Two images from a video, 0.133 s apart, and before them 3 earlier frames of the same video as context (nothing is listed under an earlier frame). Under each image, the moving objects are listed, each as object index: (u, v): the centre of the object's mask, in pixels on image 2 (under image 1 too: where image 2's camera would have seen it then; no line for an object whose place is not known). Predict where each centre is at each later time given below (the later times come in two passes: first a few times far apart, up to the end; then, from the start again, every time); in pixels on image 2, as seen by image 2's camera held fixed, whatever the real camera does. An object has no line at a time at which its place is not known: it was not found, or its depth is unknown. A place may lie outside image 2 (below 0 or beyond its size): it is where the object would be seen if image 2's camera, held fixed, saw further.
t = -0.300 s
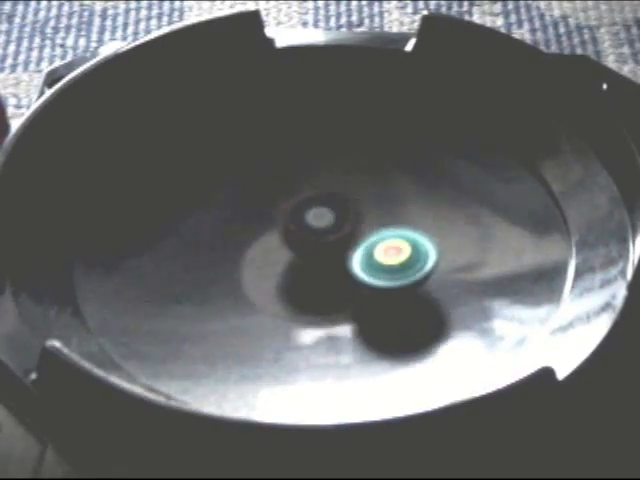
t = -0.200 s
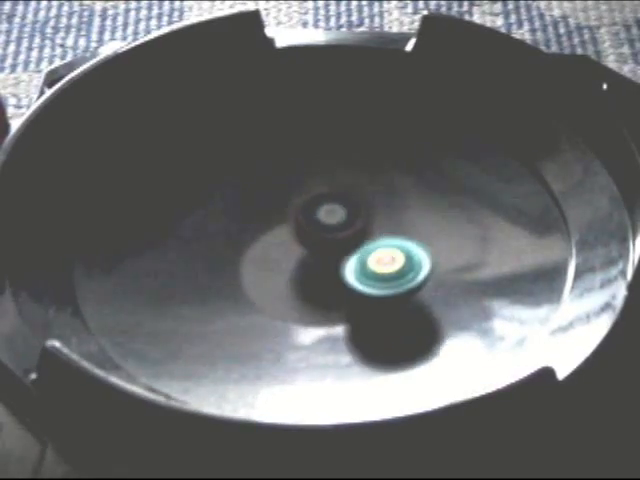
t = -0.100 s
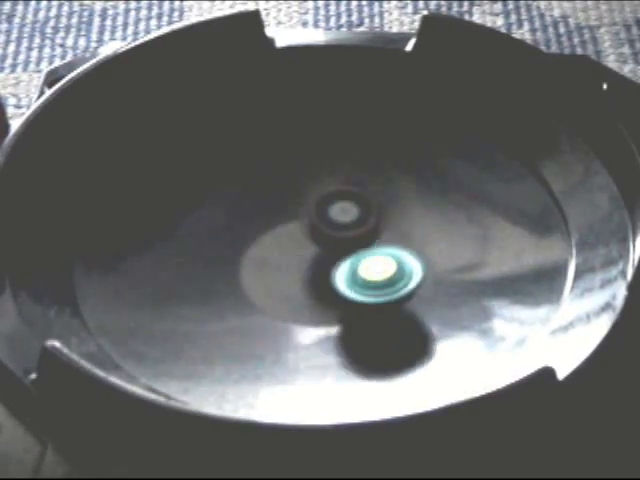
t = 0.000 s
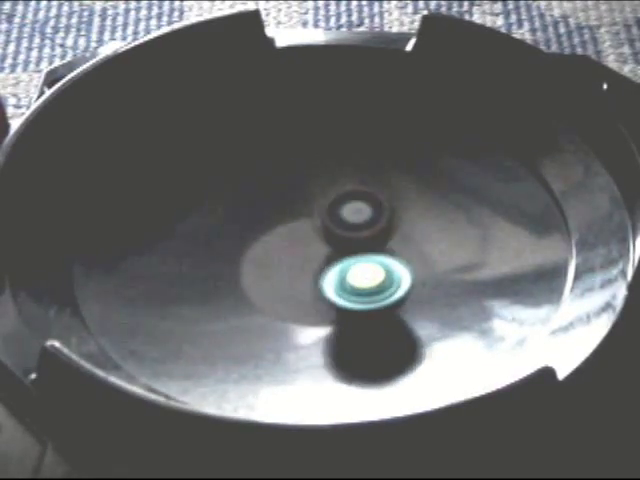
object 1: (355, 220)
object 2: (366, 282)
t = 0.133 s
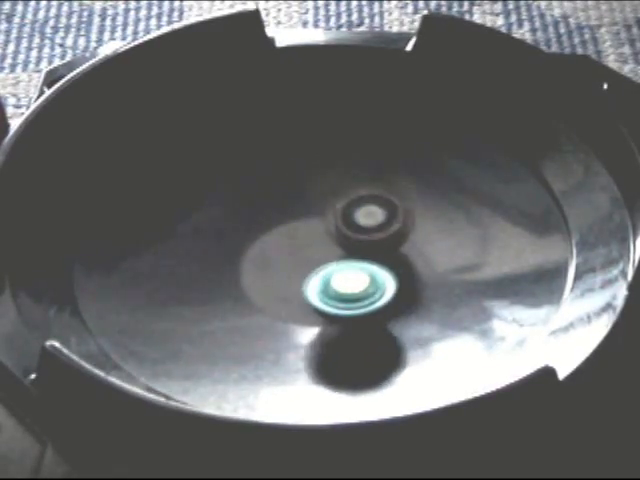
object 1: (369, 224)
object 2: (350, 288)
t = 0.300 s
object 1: (379, 233)
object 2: (325, 291)
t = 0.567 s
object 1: (373, 248)
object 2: (282, 286)
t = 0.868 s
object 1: (344, 254)
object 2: (248, 264)
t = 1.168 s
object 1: (331, 252)
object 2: (246, 230)
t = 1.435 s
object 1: (332, 249)
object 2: (268, 202)
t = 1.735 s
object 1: (331, 249)
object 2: (312, 189)
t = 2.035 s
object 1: (324, 255)
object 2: (359, 196)
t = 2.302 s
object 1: (310, 252)
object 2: (388, 214)
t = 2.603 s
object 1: (296, 240)
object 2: (397, 243)
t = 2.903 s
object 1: (311, 224)
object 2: (380, 272)
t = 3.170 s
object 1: (333, 222)
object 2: (347, 288)
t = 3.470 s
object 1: (352, 232)
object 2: (302, 287)
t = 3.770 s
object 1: (360, 244)
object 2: (254, 269)
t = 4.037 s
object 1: (350, 245)
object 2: (242, 243)
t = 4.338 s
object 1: (337, 237)
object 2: (254, 209)
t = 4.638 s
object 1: (369, 247)
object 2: (254, 187)
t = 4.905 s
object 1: (365, 251)
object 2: (289, 194)
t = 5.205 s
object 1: (346, 298)
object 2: (346, 171)
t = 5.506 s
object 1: (336, 308)
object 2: (363, 208)
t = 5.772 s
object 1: (332, 297)
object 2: (371, 235)
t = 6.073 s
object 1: (187, 332)
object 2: (479, 149)
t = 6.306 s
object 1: (229, 297)
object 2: (450, 147)
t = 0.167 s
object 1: (371, 224)
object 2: (346, 289)
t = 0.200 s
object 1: (373, 226)
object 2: (341, 290)
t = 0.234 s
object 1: (376, 228)
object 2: (336, 290)
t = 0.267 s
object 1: (378, 230)
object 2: (331, 291)
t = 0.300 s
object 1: (379, 233)
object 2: (325, 291)
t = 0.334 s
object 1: (379, 235)
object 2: (320, 293)
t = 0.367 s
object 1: (380, 238)
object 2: (314, 292)
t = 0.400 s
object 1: (380, 239)
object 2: (309, 292)
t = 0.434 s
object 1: (380, 240)
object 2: (304, 291)
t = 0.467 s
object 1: (379, 242)
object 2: (298, 291)
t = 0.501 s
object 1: (377, 244)
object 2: (292, 289)
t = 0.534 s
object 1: (375, 246)
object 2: (287, 289)
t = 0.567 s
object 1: (373, 248)
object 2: (282, 286)
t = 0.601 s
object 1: (371, 249)
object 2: (277, 284)
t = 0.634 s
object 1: (369, 251)
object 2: (272, 284)
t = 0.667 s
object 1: (365, 252)
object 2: (267, 281)
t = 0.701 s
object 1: (362, 252)
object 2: (263, 278)
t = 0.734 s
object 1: (359, 254)
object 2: (260, 275)
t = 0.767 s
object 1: (356, 254)
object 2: (256, 272)
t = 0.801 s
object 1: (351, 254)
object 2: (253, 270)
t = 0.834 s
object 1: (348, 254)
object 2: (251, 267)
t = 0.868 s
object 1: (344, 254)
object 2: (248, 264)
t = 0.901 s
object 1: (340, 253)
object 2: (247, 261)
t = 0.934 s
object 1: (336, 253)
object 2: (245, 258)
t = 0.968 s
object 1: (333, 254)
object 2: (243, 255)
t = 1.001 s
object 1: (331, 253)
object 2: (242, 251)
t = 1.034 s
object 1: (331, 251)
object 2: (242, 247)
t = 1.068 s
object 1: (331, 252)
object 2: (243, 243)
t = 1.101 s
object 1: (331, 252)
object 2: (244, 239)
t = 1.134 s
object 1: (331, 252)
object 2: (245, 235)
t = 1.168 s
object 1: (331, 252)
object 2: (246, 230)
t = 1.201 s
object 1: (333, 253)
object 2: (249, 227)
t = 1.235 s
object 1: (333, 252)
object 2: (251, 223)
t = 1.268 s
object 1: (332, 252)
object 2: (254, 219)
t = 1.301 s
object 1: (332, 251)
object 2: (256, 214)
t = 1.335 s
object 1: (332, 250)
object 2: (258, 211)
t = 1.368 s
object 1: (332, 251)
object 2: (261, 207)
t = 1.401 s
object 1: (332, 250)
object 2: (264, 205)
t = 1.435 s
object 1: (332, 249)
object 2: (268, 202)
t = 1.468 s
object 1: (332, 249)
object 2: (272, 200)
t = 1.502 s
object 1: (331, 249)
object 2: (277, 198)
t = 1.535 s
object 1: (331, 249)
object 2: (282, 196)
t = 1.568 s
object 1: (332, 248)
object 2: (286, 194)
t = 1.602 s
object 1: (331, 248)
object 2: (291, 192)
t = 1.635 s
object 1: (332, 247)
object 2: (296, 191)
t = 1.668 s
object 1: (333, 247)
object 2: (302, 190)
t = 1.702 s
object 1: (333, 248)
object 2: (306, 189)
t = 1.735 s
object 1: (331, 249)
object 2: (312, 189)
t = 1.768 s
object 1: (328, 249)
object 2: (317, 188)
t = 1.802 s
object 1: (328, 250)
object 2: (322, 188)
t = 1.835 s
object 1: (332, 252)
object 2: (328, 189)
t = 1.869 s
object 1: (332, 252)
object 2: (333, 190)
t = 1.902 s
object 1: (331, 253)
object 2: (338, 191)
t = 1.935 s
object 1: (329, 255)
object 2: (343, 191)
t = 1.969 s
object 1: (328, 255)
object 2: (349, 193)
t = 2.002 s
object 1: (326, 256)
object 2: (353, 194)
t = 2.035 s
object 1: (324, 255)
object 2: (359, 196)
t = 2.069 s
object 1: (323, 256)
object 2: (363, 198)
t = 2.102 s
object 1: (321, 255)
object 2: (368, 199)
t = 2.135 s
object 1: (319, 254)
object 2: (372, 202)
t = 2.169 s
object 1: (318, 256)
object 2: (375, 204)
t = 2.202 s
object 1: (316, 253)
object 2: (379, 206)
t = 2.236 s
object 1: (315, 253)
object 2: (383, 209)
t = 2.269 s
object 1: (313, 252)
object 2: (385, 211)
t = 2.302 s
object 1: (310, 252)
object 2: (388, 214)
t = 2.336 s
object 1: (307, 251)
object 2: (389, 217)
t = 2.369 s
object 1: (304, 251)
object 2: (391, 220)
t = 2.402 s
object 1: (302, 250)
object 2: (393, 223)
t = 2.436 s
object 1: (301, 249)
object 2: (394, 226)
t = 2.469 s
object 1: (298, 248)
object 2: (395, 230)
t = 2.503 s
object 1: (297, 246)
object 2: (396, 233)
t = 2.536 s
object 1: (296, 244)
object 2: (397, 236)
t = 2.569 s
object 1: (296, 242)
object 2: (397, 239)
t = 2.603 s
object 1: (296, 240)
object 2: (397, 243)
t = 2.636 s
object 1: (297, 238)
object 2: (396, 246)
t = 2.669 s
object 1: (297, 237)
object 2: (396, 250)
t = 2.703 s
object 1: (297, 235)
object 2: (394, 253)
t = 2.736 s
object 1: (299, 233)
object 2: (393, 256)
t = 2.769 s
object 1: (302, 231)
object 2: (391, 260)
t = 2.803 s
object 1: (304, 229)
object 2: (389, 263)
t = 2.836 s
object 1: (307, 226)
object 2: (387, 266)
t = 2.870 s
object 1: (309, 225)
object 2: (384, 269)
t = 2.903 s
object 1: (311, 224)
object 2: (380, 272)
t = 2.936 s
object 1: (315, 223)
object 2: (377, 274)
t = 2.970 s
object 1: (316, 222)
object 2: (374, 277)
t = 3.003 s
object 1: (321, 223)
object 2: (370, 279)
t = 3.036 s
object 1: (322, 221)
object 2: (366, 281)
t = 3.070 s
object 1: (324, 221)
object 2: (361, 283)
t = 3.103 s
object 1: (329, 220)
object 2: (356, 285)
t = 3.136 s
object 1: (330, 221)
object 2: (352, 287)
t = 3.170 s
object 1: (333, 222)
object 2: (347, 288)
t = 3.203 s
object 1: (336, 222)
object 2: (343, 289)
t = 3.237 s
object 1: (339, 223)
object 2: (338, 290)
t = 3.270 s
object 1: (341, 224)
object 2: (333, 290)
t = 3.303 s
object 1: (344, 223)
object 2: (328, 290)
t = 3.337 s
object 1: (347, 226)
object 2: (323, 290)
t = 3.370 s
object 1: (348, 226)
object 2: (317, 289)
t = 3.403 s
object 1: (349, 228)
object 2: (312, 289)
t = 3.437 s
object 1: (352, 229)
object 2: (307, 288)
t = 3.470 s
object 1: (352, 232)
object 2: (302, 287)
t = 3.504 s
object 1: (353, 233)
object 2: (296, 285)
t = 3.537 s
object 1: (352, 235)
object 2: (291, 284)
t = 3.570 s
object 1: (352, 236)
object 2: (287, 282)
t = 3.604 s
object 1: (351, 237)
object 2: (282, 280)
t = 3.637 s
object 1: (354, 238)
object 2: (274, 279)
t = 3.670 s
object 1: (357, 239)
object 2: (267, 277)
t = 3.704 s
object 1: (358, 241)
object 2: (262, 275)
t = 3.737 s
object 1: (359, 242)
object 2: (258, 272)
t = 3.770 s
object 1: (360, 244)
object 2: (254, 269)
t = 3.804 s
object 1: (358, 243)
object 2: (251, 266)
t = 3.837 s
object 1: (358, 247)
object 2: (248, 263)
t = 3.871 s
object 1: (357, 245)
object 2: (246, 260)
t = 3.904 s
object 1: (354, 245)
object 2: (244, 256)
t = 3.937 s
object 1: (354, 248)
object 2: (243, 253)
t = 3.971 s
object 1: (353, 247)
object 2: (242, 249)
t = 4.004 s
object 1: (350, 247)
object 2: (242, 246)
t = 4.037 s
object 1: (350, 245)
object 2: (242, 243)
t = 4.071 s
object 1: (346, 243)
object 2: (242, 240)
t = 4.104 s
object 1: (344, 243)
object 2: (243, 236)
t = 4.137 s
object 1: (343, 242)
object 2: (244, 233)
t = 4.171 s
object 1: (341, 242)
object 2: (246, 229)
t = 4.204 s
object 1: (339, 240)
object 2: (248, 225)
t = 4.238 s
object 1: (337, 239)
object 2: (250, 221)
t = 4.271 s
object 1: (337, 238)
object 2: (253, 217)
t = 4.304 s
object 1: (337, 237)
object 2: (255, 214)
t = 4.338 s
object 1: (337, 237)
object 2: (254, 209)
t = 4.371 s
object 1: (348, 242)
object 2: (249, 202)
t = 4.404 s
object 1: (353, 241)
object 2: (246, 196)
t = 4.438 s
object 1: (356, 242)
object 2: (245, 193)
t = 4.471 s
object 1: (358, 244)
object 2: (245, 191)
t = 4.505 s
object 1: (361, 244)
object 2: (246, 190)
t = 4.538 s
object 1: (363, 245)
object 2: (247, 189)
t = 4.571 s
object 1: (366, 245)
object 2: (249, 188)
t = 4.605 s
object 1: (367, 246)
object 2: (251, 187)
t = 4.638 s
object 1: (369, 247)
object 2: (254, 187)
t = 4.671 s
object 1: (369, 248)
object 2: (257, 187)
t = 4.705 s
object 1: (371, 248)
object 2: (260, 187)
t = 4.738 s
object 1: (371, 249)
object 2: (264, 187)
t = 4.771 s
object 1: (372, 251)
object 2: (268, 187)
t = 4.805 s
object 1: (369, 251)
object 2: (272, 189)
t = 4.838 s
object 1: (367, 251)
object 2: (277, 190)
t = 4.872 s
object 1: (368, 250)
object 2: (283, 192)
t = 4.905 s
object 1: (365, 251)
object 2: (289, 194)
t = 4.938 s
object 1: (364, 250)
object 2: (295, 195)
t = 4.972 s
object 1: (362, 250)
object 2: (302, 196)
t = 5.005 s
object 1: (361, 249)
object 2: (308, 196)
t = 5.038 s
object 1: (357, 250)
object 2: (315, 197)
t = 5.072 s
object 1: (354, 253)
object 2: (324, 192)
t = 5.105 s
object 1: (352, 264)
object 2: (329, 183)
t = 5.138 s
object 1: (352, 277)
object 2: (334, 176)
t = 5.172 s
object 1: (350, 288)
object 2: (339, 172)
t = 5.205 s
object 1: (346, 298)
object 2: (346, 171)
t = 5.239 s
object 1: (344, 303)
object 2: (349, 174)
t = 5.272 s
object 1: (343, 306)
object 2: (352, 177)
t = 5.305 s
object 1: (342, 307)
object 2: (354, 181)
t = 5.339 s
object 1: (341, 308)
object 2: (356, 185)
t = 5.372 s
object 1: (338, 308)
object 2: (358, 189)
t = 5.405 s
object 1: (338, 308)
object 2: (359, 194)
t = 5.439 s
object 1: (336, 309)
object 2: (360, 198)
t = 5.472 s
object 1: (334, 308)
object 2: (361, 203)
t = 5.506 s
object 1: (336, 308)
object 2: (363, 208)
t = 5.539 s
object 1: (333, 303)
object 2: (365, 212)
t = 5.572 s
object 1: (334, 302)
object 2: (367, 217)
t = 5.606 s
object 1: (334, 298)
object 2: (368, 221)
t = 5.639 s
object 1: (334, 296)
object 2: (368, 226)
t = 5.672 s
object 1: (337, 295)
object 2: (368, 230)
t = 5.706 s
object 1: (336, 296)
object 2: (369, 233)
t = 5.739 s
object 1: (333, 297)
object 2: (371, 233)
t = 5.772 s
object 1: (332, 297)
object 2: (371, 235)
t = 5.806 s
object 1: (328, 295)
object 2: (380, 233)
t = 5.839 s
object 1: (296, 308)
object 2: (410, 215)
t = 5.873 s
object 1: (267, 318)
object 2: (439, 194)
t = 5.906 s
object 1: (245, 328)
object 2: (460, 178)
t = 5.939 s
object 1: (220, 338)
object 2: (473, 166)
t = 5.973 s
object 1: (209, 338)
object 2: (481, 159)
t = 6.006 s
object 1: (194, 337)
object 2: (482, 154)
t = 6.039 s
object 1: (188, 336)
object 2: (481, 151)
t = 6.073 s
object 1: (187, 332)
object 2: (479, 149)
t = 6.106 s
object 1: (185, 328)
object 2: (477, 148)
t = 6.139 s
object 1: (188, 324)
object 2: (473, 146)
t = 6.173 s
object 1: (192, 321)
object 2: (469, 145)
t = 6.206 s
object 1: (201, 315)
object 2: (466, 145)
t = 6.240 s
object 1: (212, 310)
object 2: (461, 145)
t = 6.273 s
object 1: (218, 301)
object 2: (456, 145)
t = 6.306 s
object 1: (229, 297)
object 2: (450, 147)
